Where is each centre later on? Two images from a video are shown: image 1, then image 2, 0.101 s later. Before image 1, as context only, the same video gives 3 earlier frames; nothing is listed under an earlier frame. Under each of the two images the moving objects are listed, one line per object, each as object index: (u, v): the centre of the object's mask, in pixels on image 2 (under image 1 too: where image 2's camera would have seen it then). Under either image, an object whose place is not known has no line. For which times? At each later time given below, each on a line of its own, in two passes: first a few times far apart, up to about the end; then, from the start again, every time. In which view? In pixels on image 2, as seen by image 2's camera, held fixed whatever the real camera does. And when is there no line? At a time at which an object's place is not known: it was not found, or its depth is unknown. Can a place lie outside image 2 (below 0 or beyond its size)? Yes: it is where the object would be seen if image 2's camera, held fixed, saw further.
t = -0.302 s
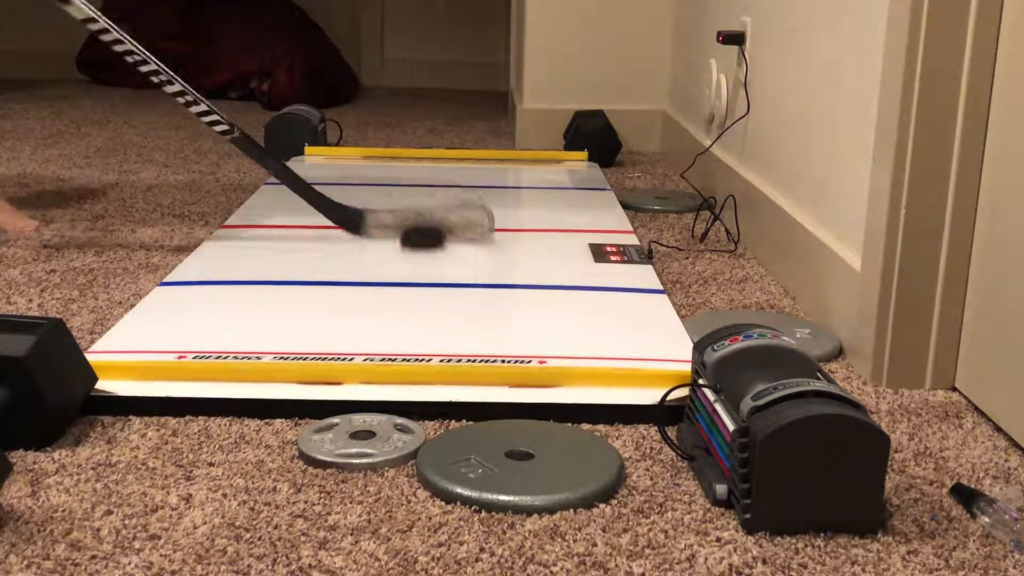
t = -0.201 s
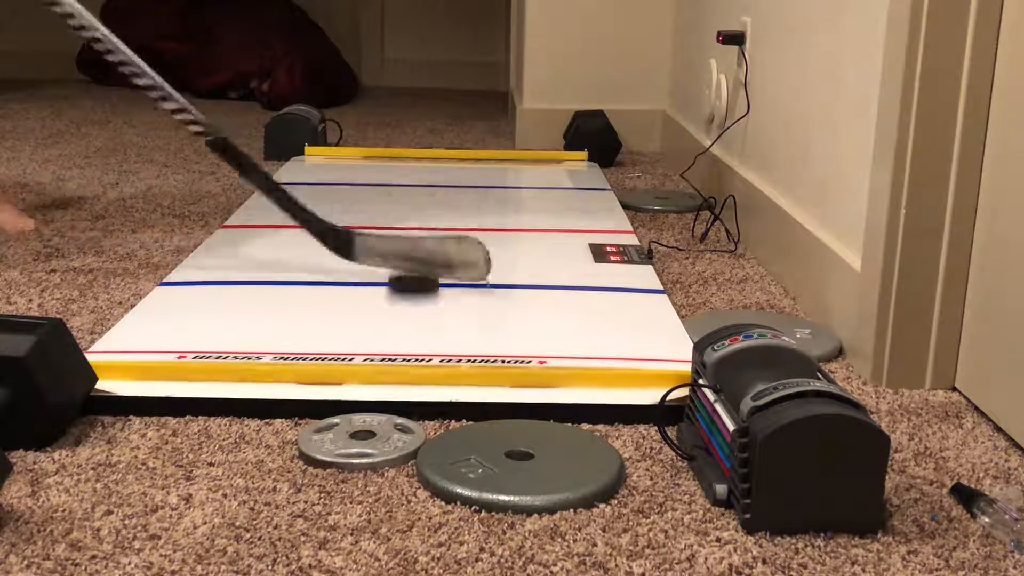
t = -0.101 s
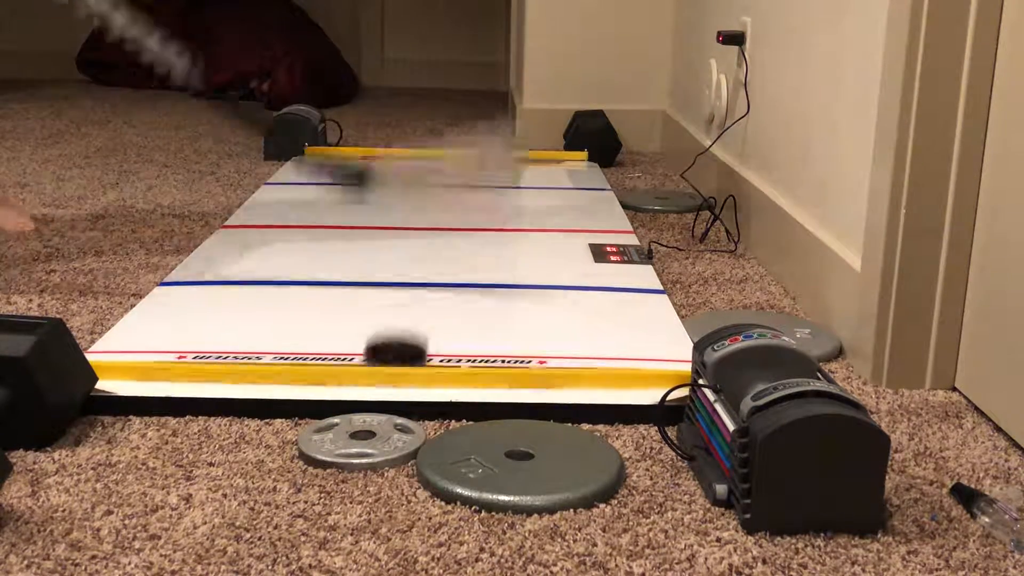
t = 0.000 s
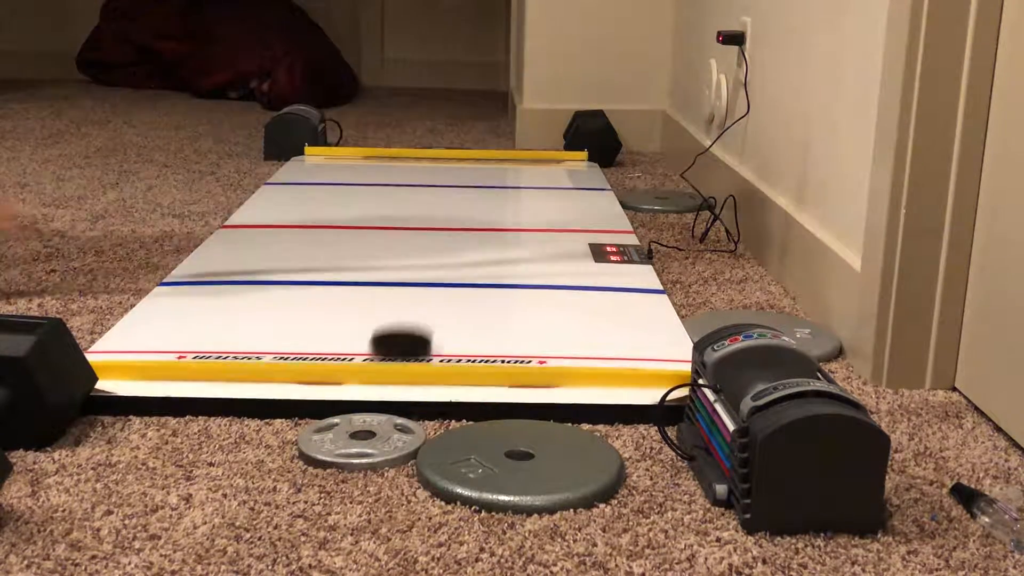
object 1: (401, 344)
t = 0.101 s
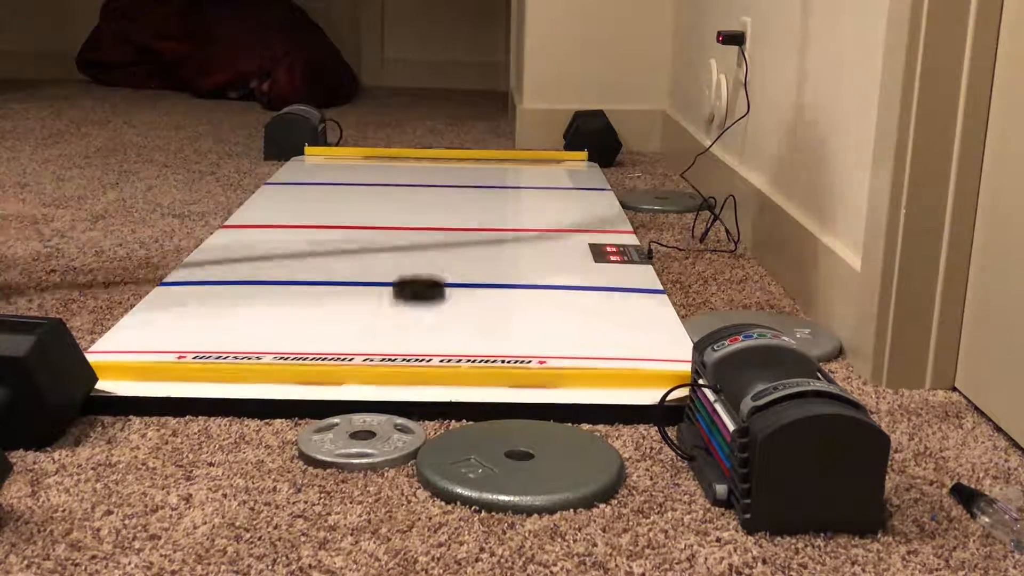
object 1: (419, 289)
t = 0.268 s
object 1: (438, 233)
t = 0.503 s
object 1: (451, 187)
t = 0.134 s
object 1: (423, 276)
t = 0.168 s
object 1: (428, 262)
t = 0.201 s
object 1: (431, 251)
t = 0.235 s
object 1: (435, 242)
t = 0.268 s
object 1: (438, 233)
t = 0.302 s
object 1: (440, 226)
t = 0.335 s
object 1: (442, 219)
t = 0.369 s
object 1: (444, 211)
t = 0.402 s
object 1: (446, 204)
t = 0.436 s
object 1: (448, 198)
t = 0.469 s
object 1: (450, 192)
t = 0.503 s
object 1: (451, 187)
